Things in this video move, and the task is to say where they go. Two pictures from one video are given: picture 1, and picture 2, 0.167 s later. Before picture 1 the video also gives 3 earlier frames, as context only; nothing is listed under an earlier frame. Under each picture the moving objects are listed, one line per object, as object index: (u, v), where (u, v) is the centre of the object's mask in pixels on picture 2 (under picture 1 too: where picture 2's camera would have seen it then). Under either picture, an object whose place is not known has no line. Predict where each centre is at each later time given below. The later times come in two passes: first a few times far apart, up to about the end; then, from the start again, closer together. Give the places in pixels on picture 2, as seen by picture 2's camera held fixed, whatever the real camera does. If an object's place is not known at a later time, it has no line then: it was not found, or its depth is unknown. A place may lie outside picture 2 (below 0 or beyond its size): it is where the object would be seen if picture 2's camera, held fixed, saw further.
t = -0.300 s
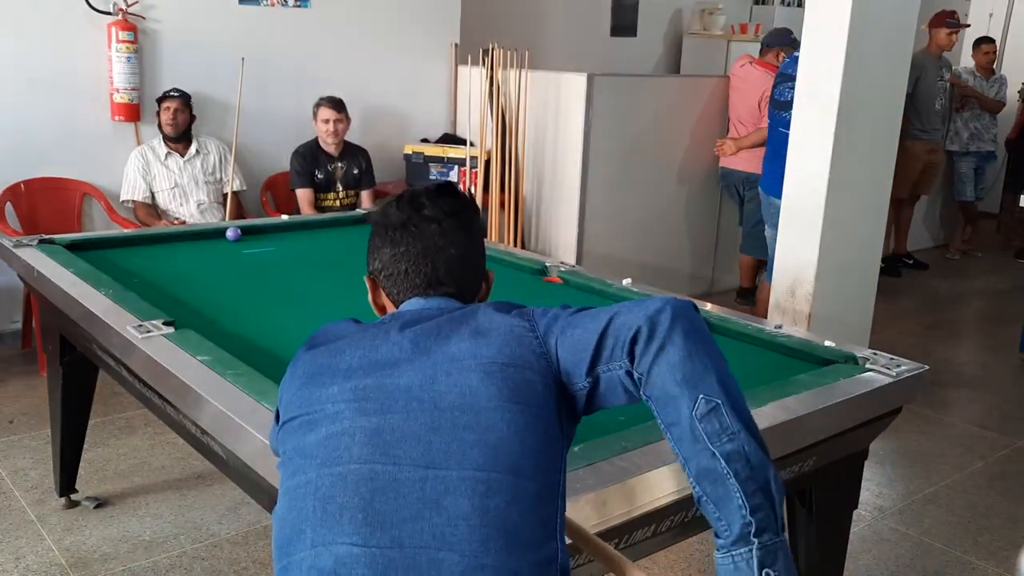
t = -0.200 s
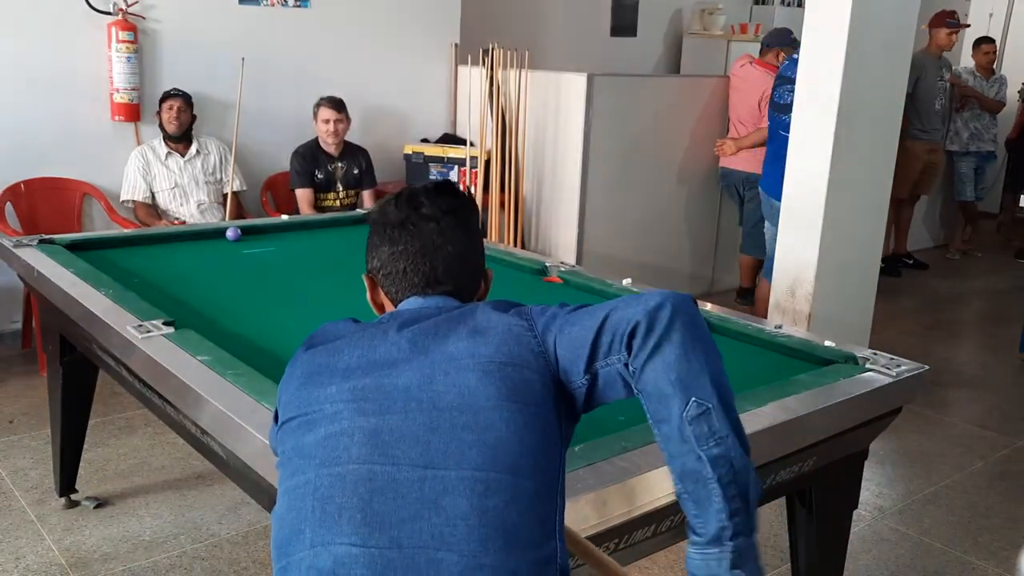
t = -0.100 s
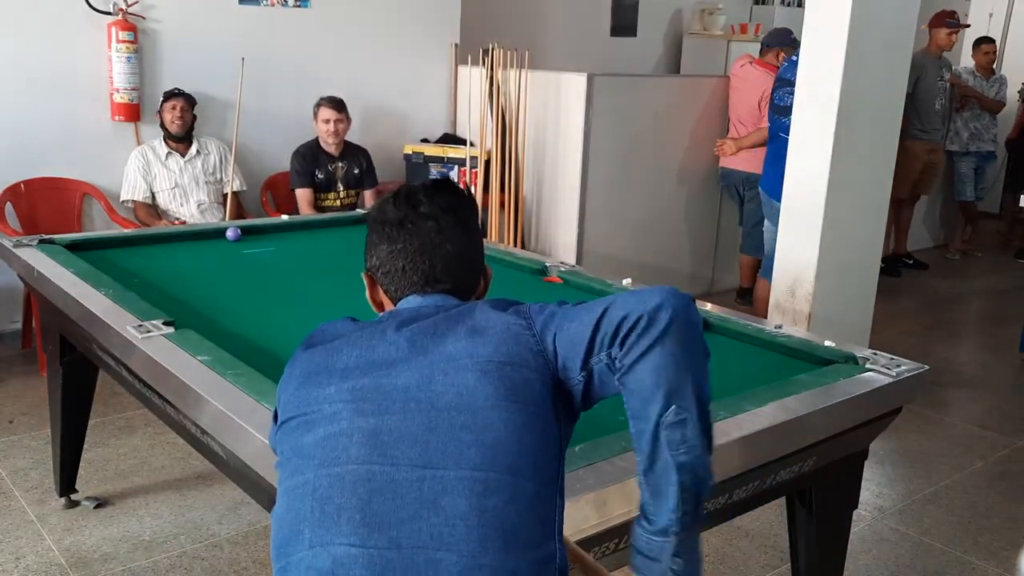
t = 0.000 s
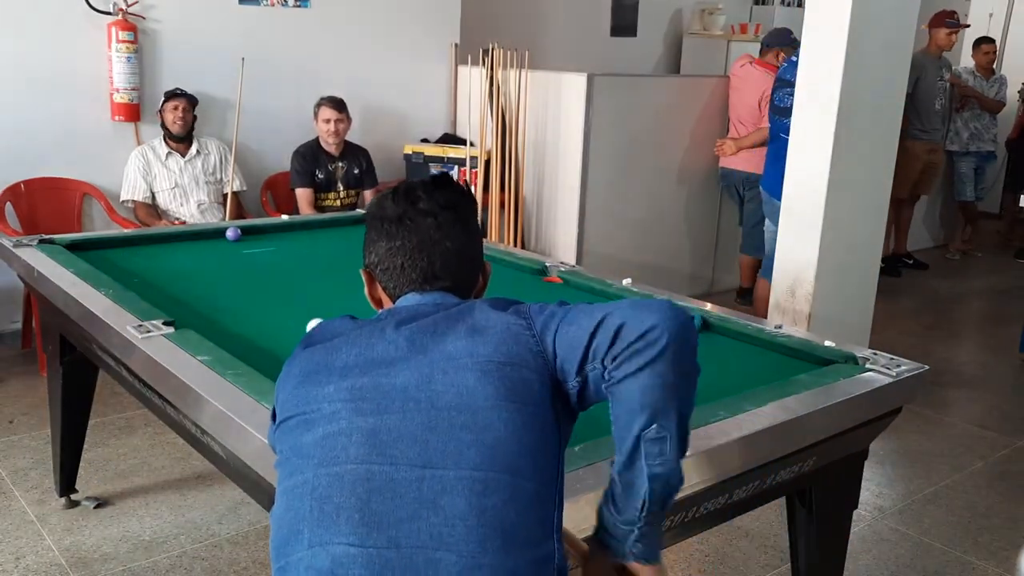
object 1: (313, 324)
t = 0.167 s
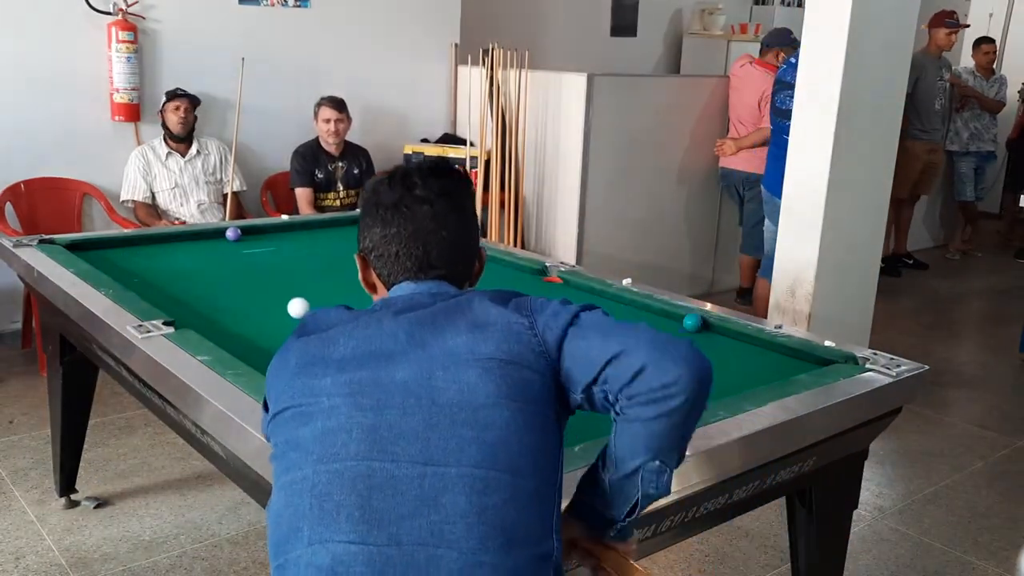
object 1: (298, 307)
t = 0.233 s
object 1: (291, 299)
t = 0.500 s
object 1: (268, 273)
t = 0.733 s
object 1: (250, 253)
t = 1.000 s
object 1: (234, 235)
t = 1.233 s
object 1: (225, 236)
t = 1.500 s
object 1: (213, 237)
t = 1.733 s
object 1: (206, 237)
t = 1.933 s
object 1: (196, 233)
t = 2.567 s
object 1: (190, 237)
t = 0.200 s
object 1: (295, 304)
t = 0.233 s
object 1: (291, 299)
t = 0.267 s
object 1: (288, 296)
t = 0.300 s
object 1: (285, 292)
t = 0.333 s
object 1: (282, 289)
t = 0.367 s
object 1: (279, 285)
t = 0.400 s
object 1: (276, 282)
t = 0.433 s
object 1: (273, 279)
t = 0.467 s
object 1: (270, 276)
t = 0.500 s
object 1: (268, 273)
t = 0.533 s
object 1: (265, 270)
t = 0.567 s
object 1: (262, 267)
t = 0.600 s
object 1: (259, 264)
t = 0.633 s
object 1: (257, 261)
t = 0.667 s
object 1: (255, 258)
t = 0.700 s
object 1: (253, 256)
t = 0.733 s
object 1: (250, 253)
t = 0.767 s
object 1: (248, 251)
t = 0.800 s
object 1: (246, 248)
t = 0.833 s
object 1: (244, 246)
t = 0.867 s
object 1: (242, 244)
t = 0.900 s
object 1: (240, 241)
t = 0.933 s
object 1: (238, 239)
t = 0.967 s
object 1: (236, 237)
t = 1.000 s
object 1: (234, 235)
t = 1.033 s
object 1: (234, 235)
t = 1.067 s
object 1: (234, 235)
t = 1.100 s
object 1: (232, 235)
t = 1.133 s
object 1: (230, 235)
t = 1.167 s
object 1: (228, 236)
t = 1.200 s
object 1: (226, 236)
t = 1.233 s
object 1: (225, 236)
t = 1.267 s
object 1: (224, 236)
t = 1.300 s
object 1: (222, 236)
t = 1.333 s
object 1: (220, 236)
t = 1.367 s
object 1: (219, 236)
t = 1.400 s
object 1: (217, 236)
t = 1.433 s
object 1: (216, 237)
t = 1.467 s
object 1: (215, 237)
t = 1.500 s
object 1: (213, 237)
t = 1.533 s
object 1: (212, 237)
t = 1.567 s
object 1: (211, 237)
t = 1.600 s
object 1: (210, 237)
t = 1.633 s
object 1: (208, 237)
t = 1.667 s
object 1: (208, 237)
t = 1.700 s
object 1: (207, 237)
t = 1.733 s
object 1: (206, 237)
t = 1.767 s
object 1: (204, 237)
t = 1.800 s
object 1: (203, 238)
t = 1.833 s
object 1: (202, 238)
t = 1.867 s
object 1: (202, 238)
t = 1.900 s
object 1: (200, 237)
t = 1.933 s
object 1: (196, 233)
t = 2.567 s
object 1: (190, 237)
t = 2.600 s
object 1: (190, 238)
